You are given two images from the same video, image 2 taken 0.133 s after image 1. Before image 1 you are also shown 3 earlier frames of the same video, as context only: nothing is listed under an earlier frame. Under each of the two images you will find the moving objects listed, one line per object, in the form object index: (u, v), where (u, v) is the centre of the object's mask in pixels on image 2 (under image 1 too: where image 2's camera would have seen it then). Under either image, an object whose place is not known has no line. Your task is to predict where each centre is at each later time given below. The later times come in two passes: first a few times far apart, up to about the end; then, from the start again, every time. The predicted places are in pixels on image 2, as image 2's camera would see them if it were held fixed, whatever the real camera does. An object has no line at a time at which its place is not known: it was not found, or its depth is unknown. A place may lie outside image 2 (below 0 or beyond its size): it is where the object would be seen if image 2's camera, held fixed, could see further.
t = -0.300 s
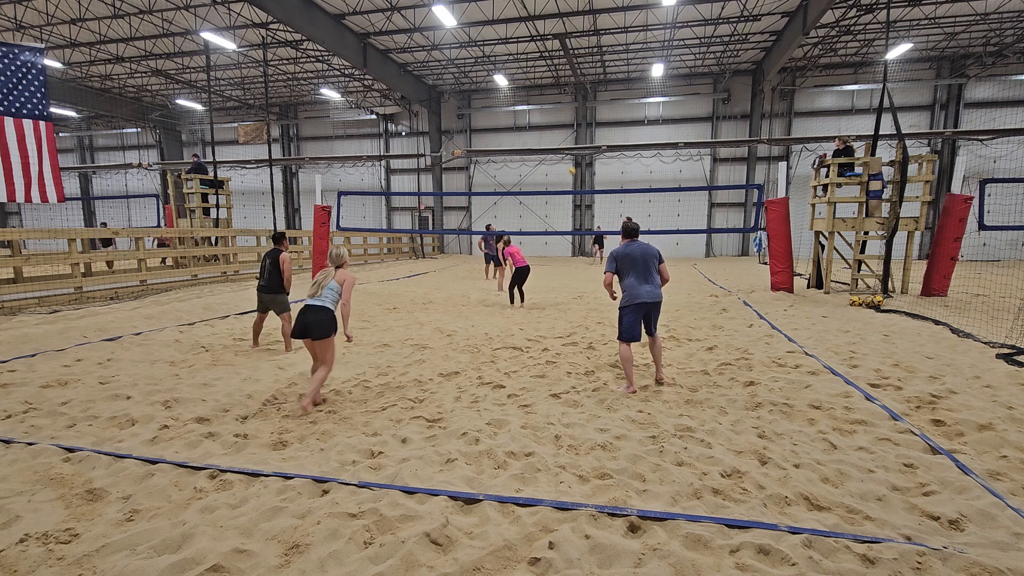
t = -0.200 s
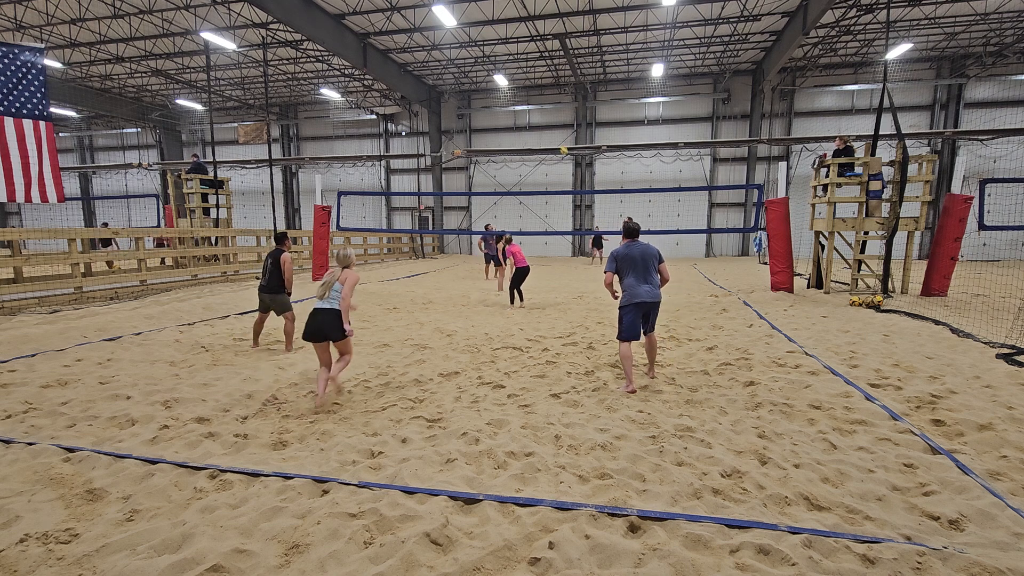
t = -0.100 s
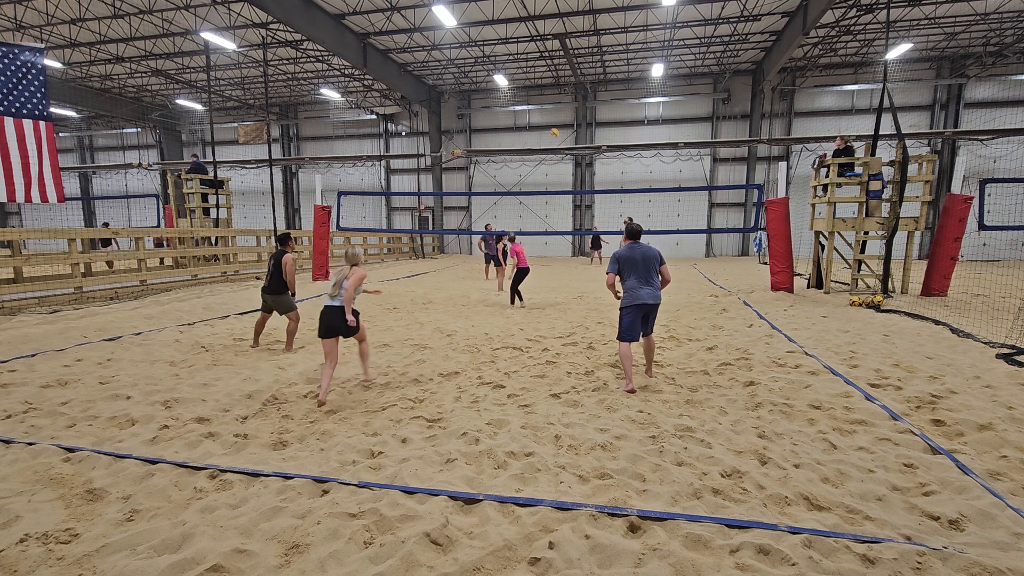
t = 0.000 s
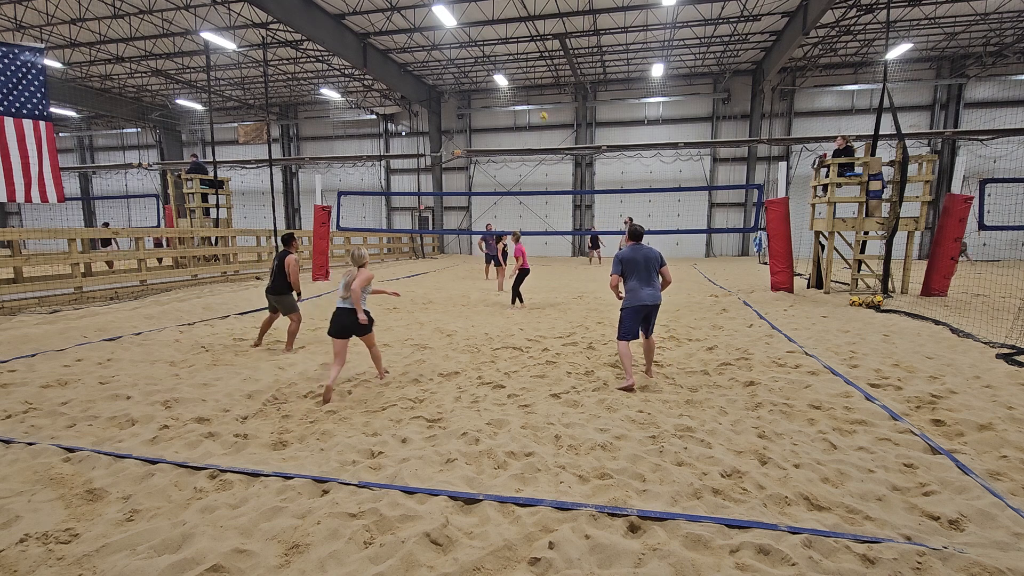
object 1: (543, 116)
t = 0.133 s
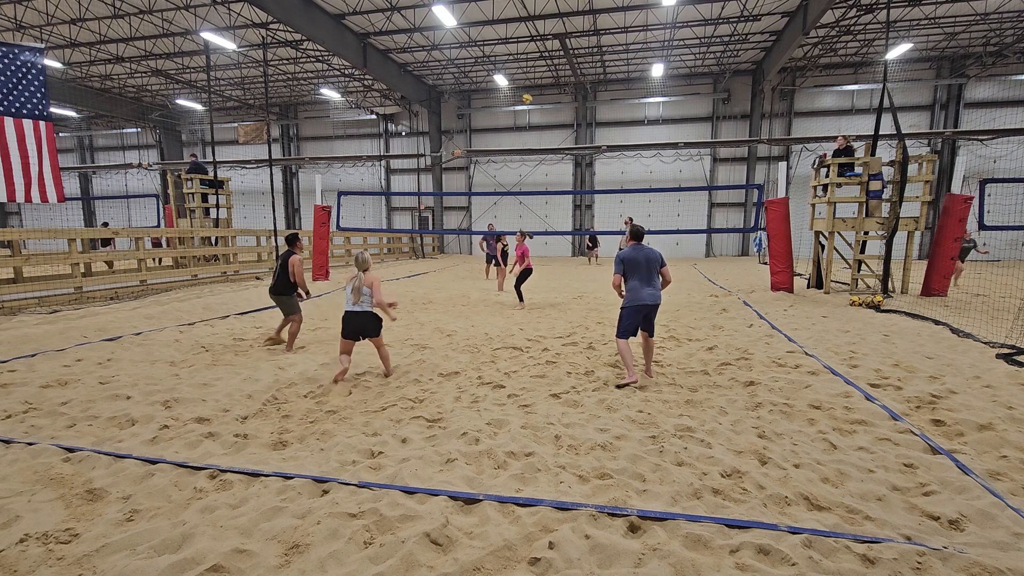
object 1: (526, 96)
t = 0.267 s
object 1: (508, 87)
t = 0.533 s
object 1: (456, 88)
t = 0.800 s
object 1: (384, 141)
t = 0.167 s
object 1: (522, 95)
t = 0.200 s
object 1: (517, 92)
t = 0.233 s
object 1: (513, 89)
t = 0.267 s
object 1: (508, 87)
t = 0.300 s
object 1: (502, 86)
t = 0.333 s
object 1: (494, 84)
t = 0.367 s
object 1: (490, 82)
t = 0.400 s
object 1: (483, 82)
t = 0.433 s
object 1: (477, 83)
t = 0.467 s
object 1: (470, 84)
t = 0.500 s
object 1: (463, 85)
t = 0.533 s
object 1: (456, 88)
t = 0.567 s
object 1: (448, 91)
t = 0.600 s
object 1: (440, 95)
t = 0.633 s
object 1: (432, 100)
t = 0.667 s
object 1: (423, 106)
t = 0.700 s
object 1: (414, 113)
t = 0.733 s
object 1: (404, 122)
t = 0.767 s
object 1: (394, 130)
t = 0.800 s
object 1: (384, 141)
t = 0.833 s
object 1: (373, 153)
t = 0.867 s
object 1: (362, 165)
